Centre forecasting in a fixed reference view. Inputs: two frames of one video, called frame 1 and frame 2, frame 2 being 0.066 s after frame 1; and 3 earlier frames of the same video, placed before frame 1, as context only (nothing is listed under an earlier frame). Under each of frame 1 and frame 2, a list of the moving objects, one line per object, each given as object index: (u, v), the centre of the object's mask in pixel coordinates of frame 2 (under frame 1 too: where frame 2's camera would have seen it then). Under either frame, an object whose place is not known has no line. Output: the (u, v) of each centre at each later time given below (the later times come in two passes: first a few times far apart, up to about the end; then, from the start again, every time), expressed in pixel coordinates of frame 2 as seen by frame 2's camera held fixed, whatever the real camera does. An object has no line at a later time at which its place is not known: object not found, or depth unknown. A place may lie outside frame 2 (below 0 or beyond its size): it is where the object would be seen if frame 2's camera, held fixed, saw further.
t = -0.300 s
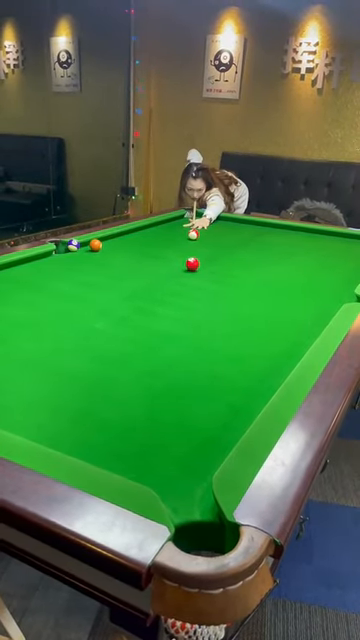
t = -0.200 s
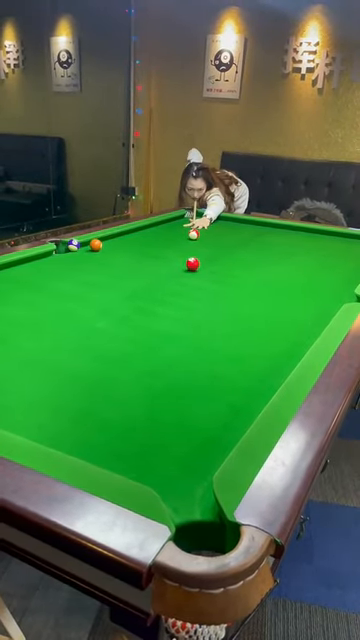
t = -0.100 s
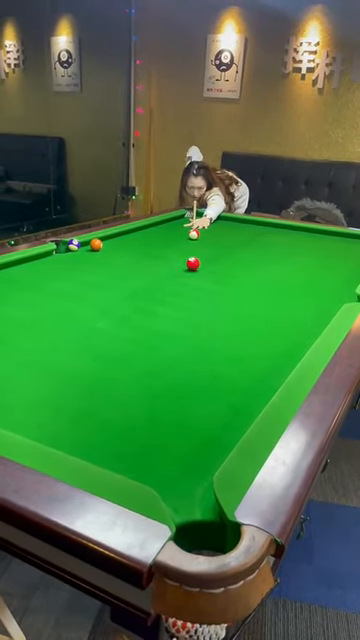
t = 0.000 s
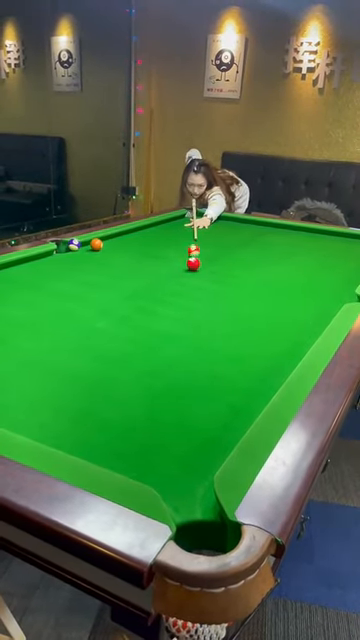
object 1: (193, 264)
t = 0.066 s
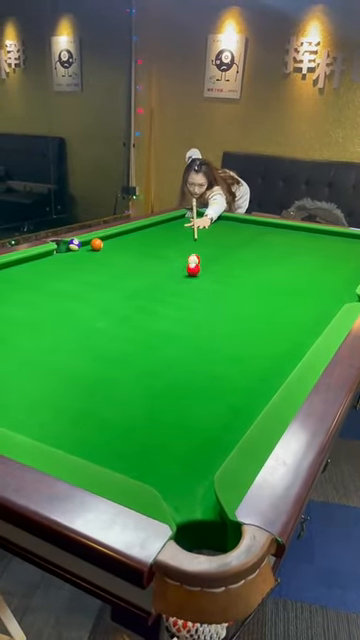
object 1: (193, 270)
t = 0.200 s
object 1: (190, 309)
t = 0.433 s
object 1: (183, 441)
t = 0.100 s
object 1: (192, 278)
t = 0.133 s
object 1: (192, 287)
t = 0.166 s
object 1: (191, 298)
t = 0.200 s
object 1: (190, 309)
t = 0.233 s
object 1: (190, 322)
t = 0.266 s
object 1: (189, 337)
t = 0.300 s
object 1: (188, 353)
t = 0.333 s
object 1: (187, 371)
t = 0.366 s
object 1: (186, 392)
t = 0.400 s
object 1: (185, 415)
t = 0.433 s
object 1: (183, 441)
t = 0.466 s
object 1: (182, 473)
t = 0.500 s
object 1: (183, 508)
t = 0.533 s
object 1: (210, 539)
